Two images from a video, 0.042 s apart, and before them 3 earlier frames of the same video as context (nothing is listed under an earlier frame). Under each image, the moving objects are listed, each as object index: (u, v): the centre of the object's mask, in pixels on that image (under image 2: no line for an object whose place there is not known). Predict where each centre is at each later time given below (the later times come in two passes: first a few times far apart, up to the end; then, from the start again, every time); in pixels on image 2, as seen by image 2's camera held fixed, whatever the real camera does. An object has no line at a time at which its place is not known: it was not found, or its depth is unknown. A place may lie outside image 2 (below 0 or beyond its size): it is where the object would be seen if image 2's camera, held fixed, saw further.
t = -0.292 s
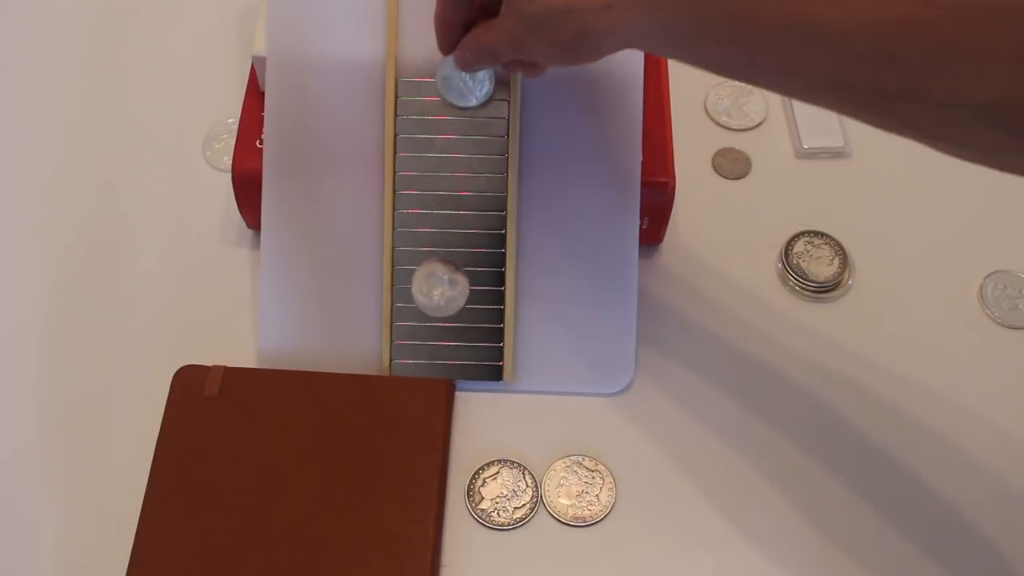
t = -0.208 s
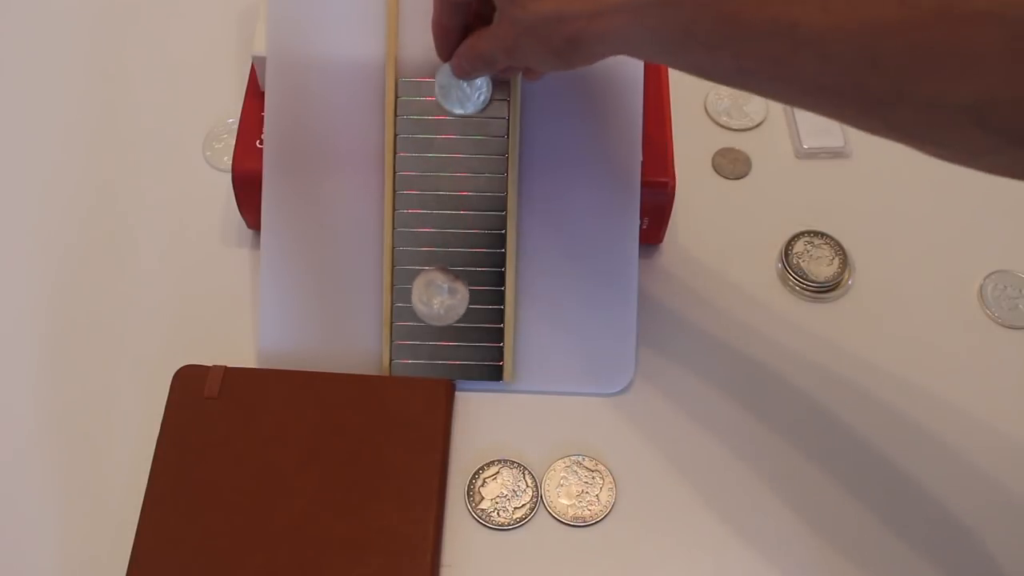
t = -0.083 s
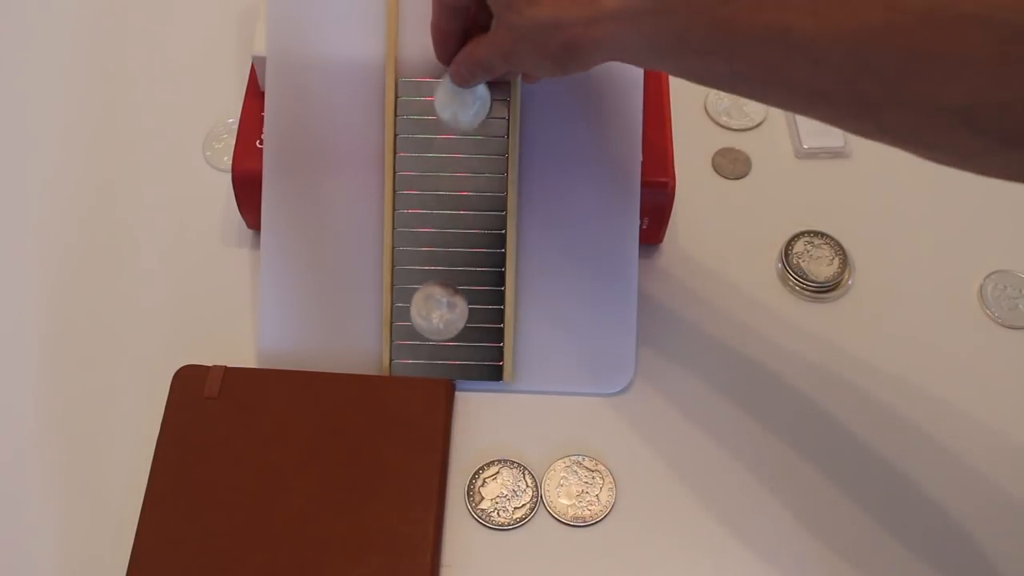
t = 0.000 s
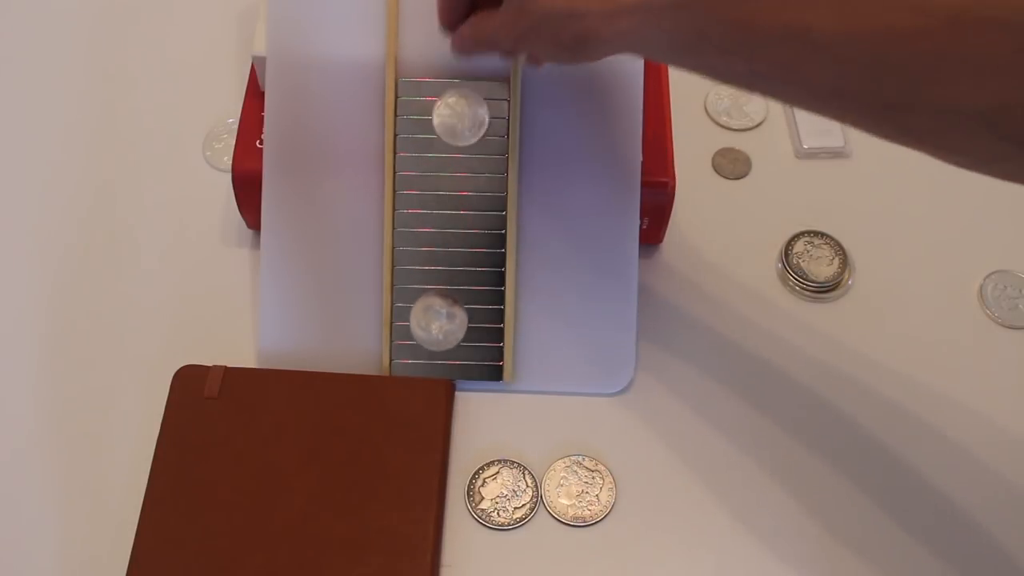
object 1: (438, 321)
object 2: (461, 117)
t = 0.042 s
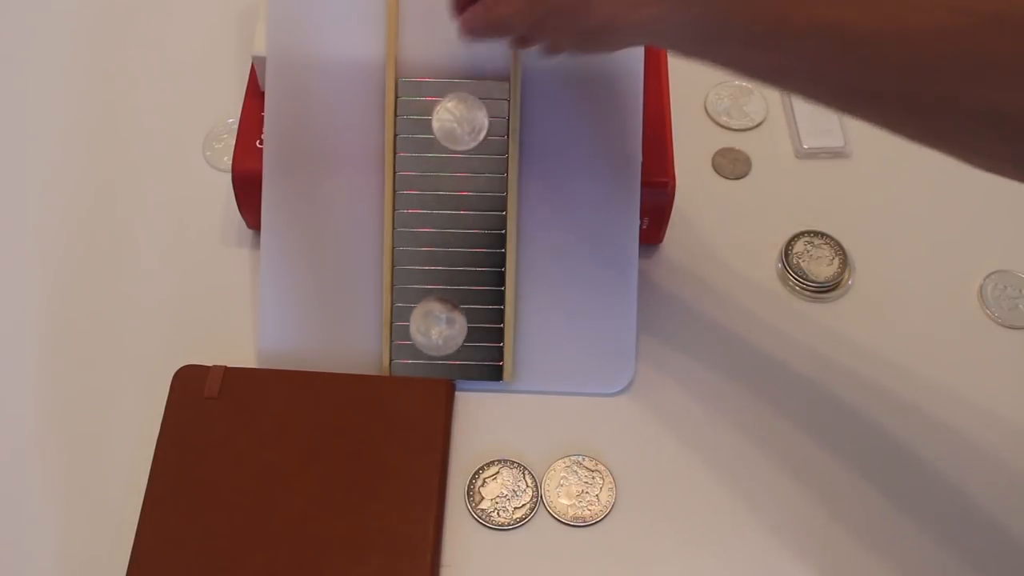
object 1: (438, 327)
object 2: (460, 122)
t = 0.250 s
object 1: (437, 348)
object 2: (458, 143)
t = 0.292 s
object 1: (436, 352)
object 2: (458, 147)
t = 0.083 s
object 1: (437, 331)
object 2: (460, 126)
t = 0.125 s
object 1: (437, 336)
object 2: (459, 130)
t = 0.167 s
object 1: (437, 340)
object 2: (459, 134)
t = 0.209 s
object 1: (437, 344)
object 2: (459, 138)
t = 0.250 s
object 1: (437, 348)
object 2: (458, 143)
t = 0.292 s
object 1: (436, 352)
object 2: (458, 147)
